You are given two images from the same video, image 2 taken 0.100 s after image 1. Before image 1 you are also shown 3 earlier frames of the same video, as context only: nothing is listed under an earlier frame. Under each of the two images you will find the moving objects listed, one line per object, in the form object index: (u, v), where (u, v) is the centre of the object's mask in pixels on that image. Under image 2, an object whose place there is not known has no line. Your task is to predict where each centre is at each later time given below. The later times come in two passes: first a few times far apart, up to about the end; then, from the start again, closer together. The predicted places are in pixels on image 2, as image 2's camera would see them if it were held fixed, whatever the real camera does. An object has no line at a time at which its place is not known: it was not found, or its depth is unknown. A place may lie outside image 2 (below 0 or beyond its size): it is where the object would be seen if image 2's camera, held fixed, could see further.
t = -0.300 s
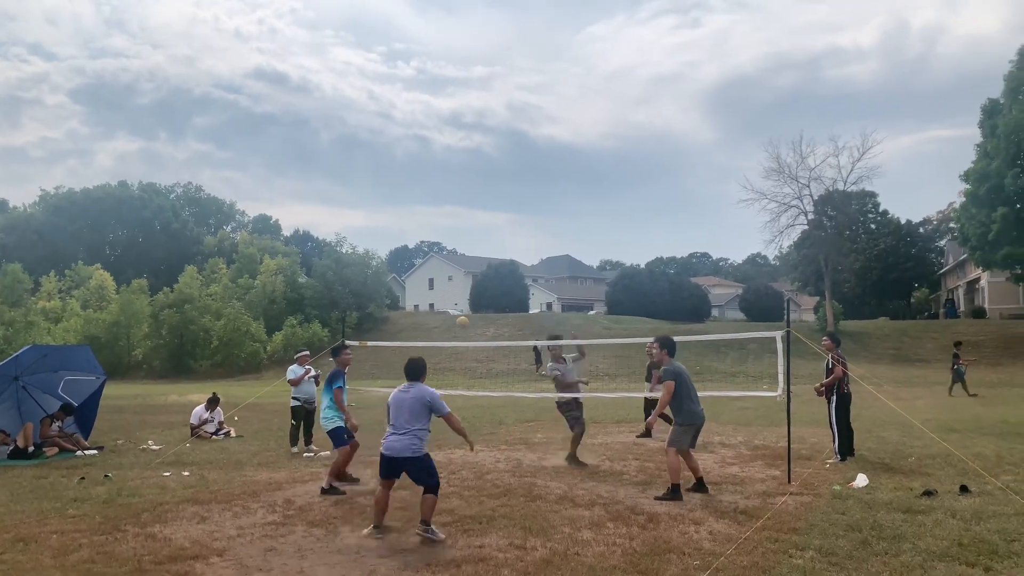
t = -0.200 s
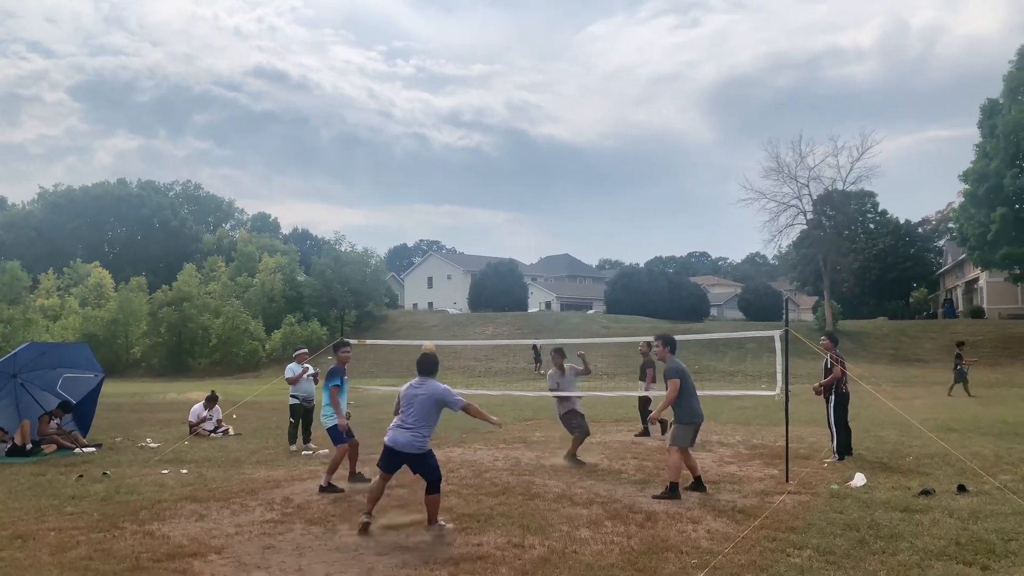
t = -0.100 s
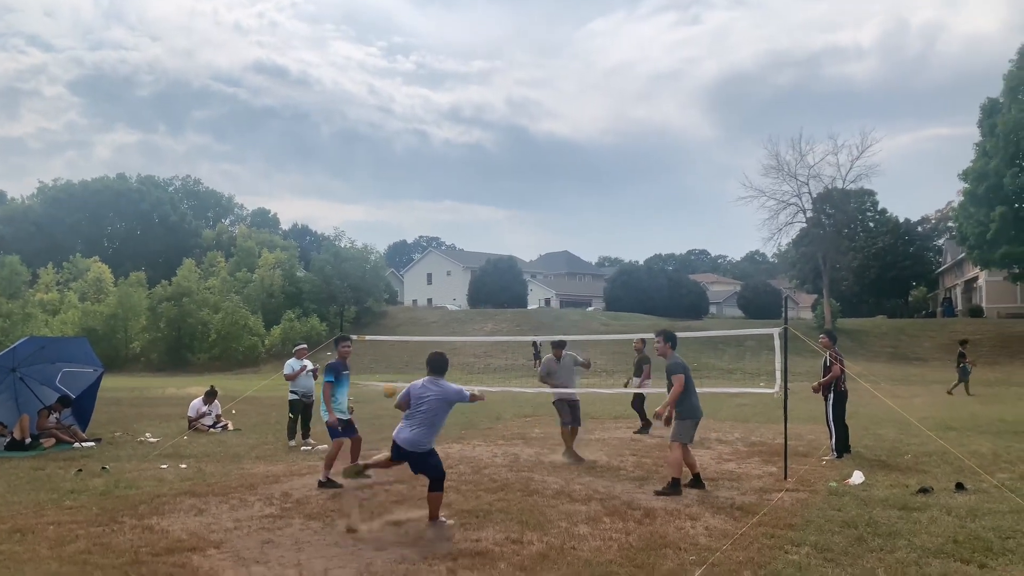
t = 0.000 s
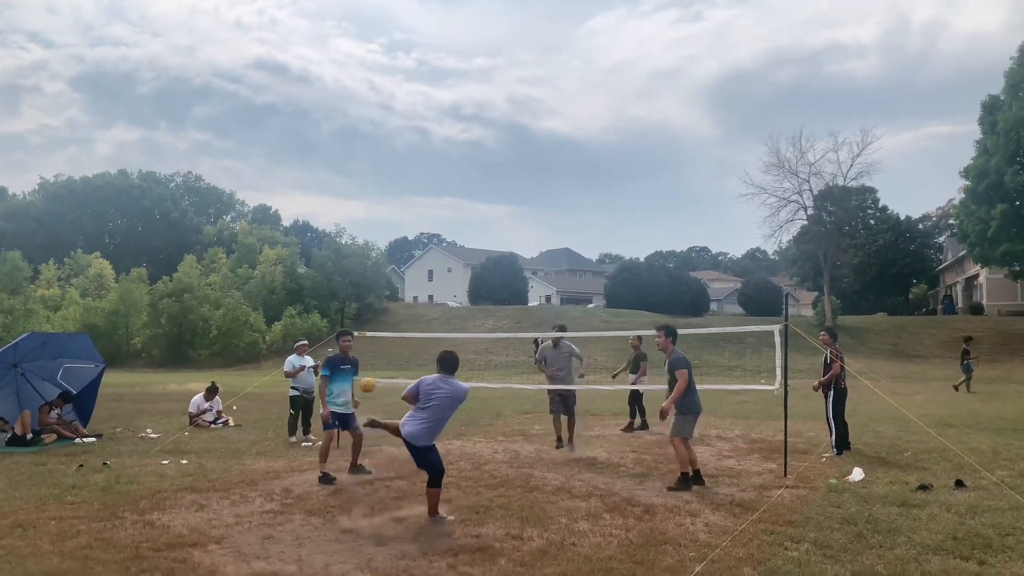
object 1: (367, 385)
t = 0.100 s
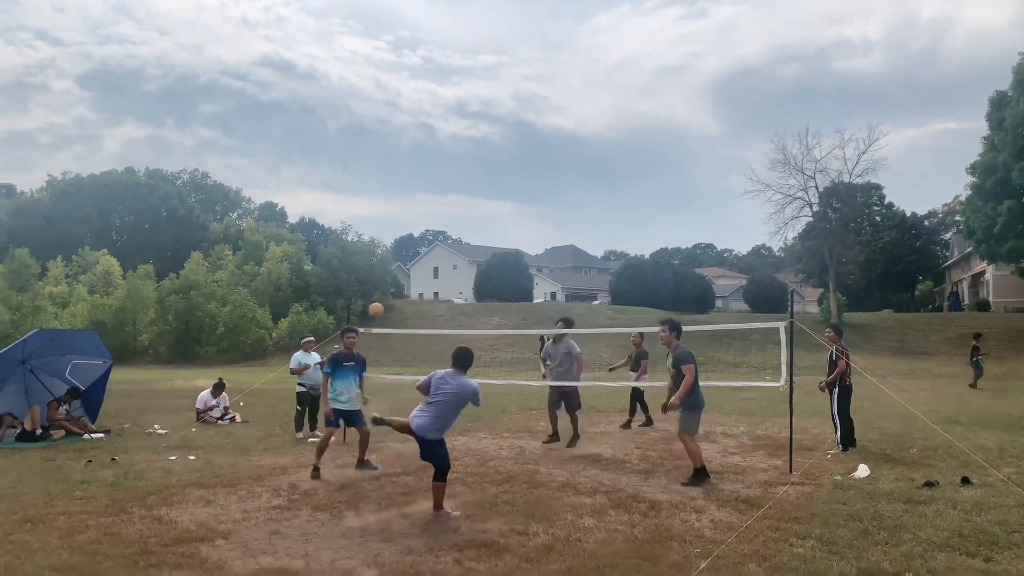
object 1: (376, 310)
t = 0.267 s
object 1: (381, 225)
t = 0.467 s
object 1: (386, 169)
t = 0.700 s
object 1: (393, 158)
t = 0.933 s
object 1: (400, 194)
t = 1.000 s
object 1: (402, 212)
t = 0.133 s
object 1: (377, 290)
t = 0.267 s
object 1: (381, 225)
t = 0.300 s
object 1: (382, 213)
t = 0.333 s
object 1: (383, 201)
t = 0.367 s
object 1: (384, 192)
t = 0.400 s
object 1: (385, 183)
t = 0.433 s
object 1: (386, 176)
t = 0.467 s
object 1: (386, 169)
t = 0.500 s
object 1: (387, 164)
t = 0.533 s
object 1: (389, 161)
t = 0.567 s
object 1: (390, 158)
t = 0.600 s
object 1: (391, 156)
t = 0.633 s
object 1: (392, 156)
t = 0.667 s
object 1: (393, 156)
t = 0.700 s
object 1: (393, 158)
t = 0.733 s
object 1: (395, 160)
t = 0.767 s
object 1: (395, 163)
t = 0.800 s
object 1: (396, 168)
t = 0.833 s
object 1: (397, 173)
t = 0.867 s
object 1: (398, 179)
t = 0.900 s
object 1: (399, 186)
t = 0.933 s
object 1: (400, 194)
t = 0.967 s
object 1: (401, 203)
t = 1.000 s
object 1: (402, 212)
